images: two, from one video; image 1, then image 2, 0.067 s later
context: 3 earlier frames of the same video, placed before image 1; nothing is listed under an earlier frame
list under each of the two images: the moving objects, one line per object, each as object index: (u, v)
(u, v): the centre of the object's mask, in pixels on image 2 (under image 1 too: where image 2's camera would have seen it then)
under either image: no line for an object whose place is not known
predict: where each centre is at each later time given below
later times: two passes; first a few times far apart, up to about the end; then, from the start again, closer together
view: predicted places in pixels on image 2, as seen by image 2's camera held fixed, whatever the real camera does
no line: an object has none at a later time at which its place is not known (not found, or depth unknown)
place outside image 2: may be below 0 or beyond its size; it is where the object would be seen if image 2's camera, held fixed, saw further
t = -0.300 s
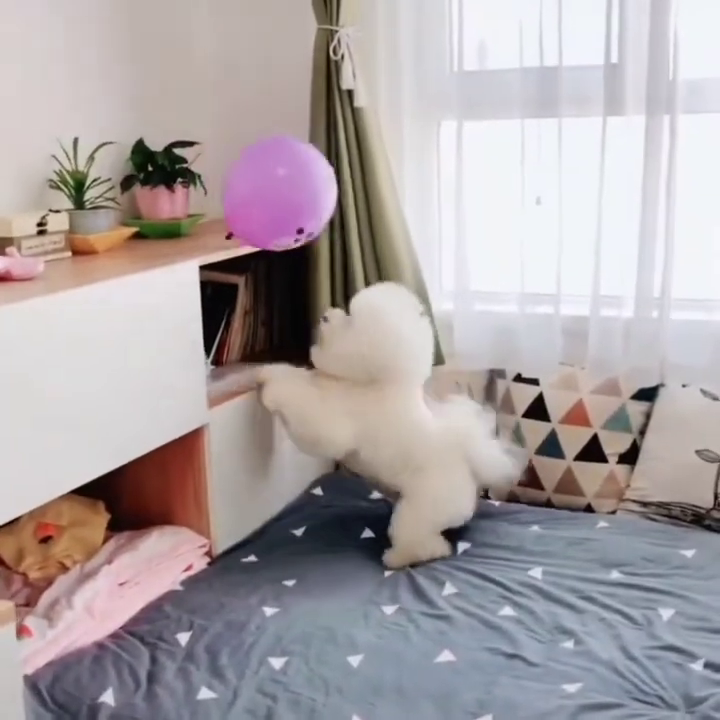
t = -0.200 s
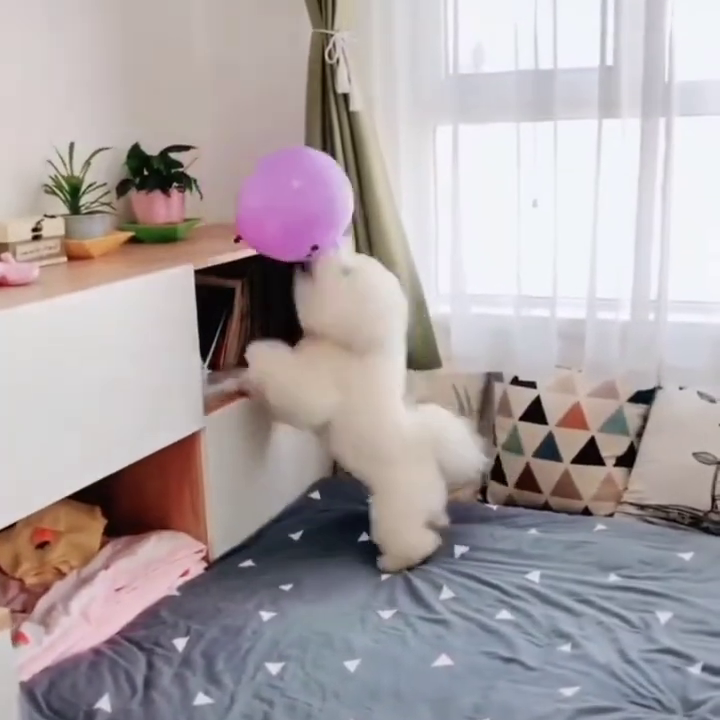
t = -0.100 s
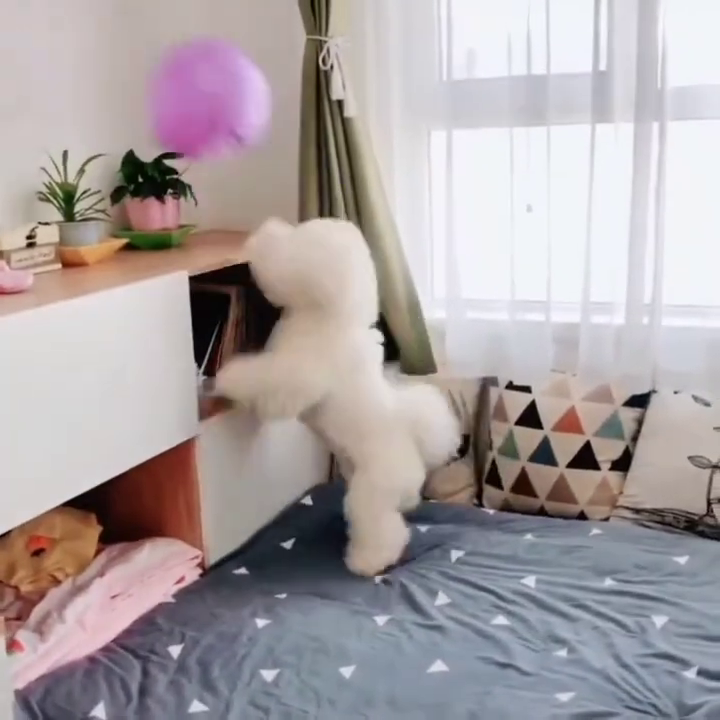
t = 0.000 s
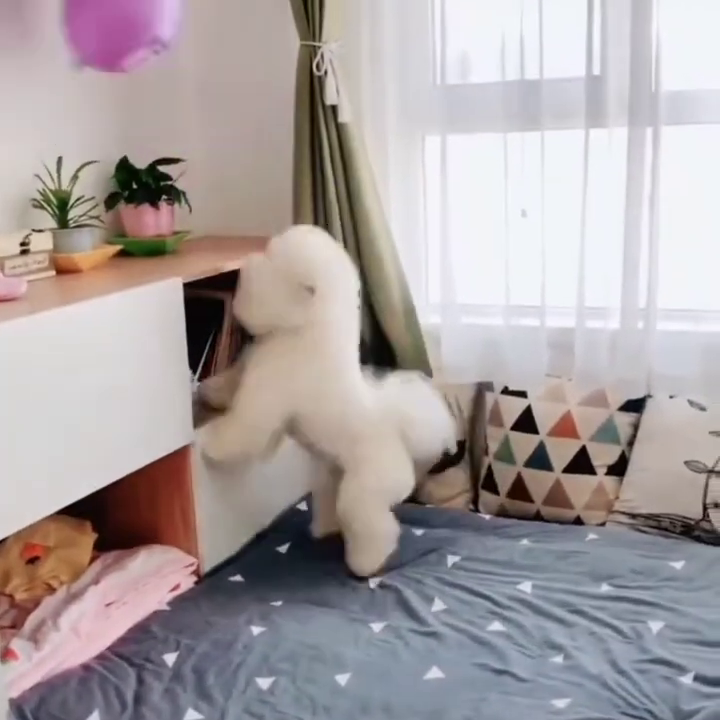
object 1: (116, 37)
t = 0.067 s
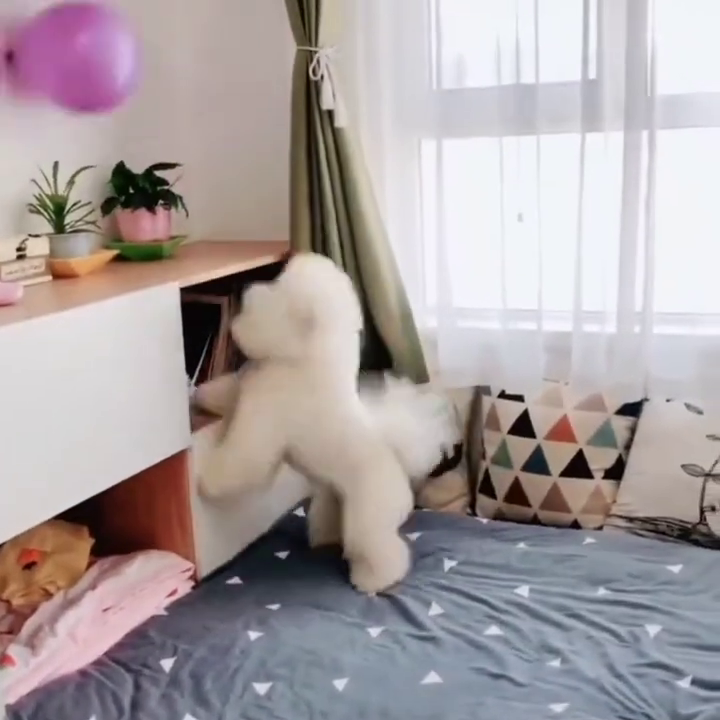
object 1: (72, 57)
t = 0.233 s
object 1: (126, 169)
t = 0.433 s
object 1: (191, 172)
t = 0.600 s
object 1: (233, 117)
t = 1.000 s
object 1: (326, 107)
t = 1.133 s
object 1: (356, 139)
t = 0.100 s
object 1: (73, 82)
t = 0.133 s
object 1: (84, 105)
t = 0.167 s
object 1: (100, 127)
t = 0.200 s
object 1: (112, 148)
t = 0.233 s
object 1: (126, 169)
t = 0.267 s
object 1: (140, 186)
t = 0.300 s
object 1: (154, 204)
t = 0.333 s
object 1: (165, 215)
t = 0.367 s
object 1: (174, 201)
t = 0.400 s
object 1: (183, 186)
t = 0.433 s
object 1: (191, 172)
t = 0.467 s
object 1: (200, 159)
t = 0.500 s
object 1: (209, 147)
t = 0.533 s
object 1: (217, 135)
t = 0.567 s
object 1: (224, 125)
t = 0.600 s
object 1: (233, 117)
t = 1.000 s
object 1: (326, 107)
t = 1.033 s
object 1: (334, 113)
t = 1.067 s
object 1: (341, 121)
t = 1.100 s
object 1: (349, 130)
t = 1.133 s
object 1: (356, 139)
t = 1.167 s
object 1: (363, 150)
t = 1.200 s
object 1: (371, 162)
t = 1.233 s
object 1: (379, 175)
